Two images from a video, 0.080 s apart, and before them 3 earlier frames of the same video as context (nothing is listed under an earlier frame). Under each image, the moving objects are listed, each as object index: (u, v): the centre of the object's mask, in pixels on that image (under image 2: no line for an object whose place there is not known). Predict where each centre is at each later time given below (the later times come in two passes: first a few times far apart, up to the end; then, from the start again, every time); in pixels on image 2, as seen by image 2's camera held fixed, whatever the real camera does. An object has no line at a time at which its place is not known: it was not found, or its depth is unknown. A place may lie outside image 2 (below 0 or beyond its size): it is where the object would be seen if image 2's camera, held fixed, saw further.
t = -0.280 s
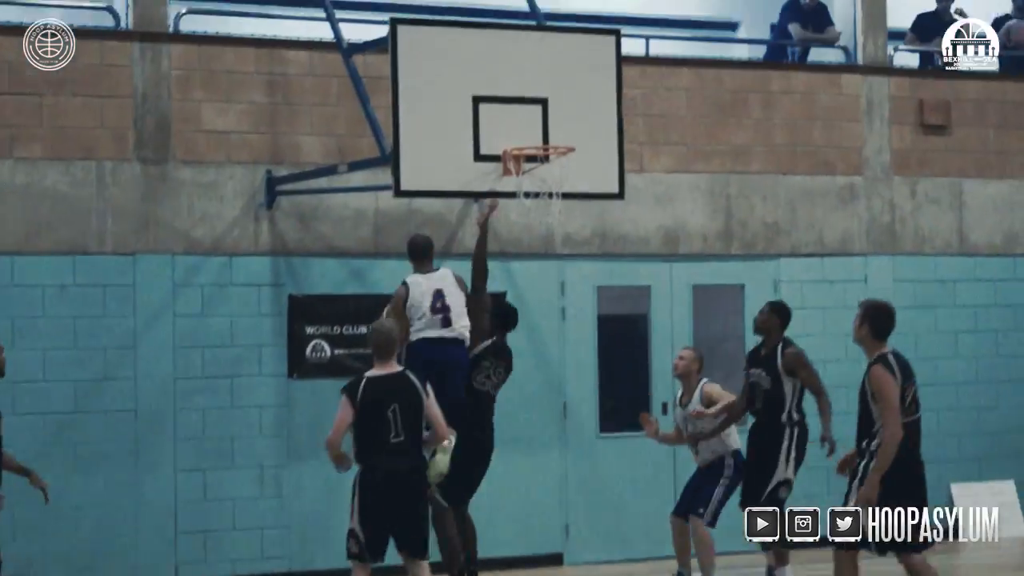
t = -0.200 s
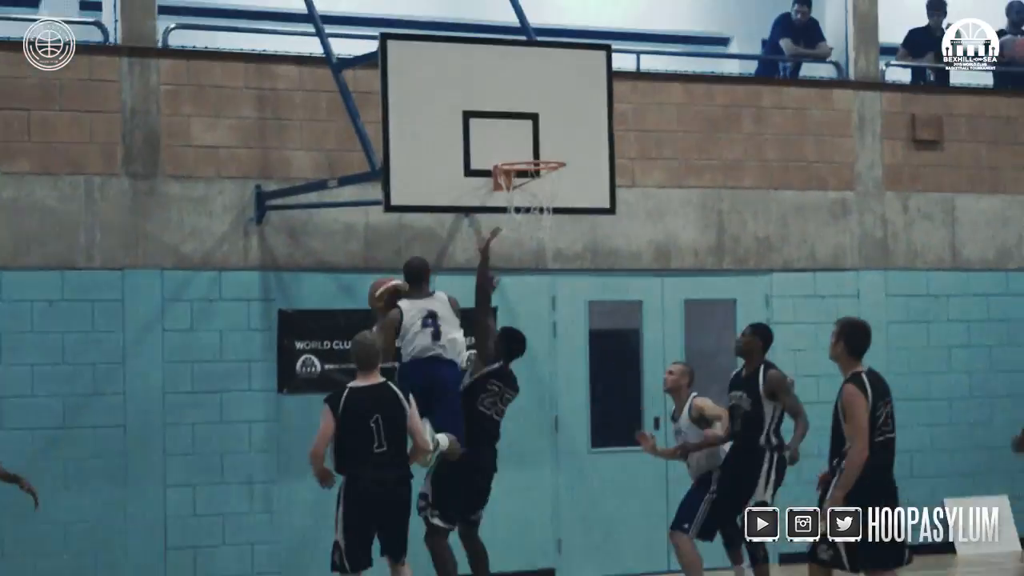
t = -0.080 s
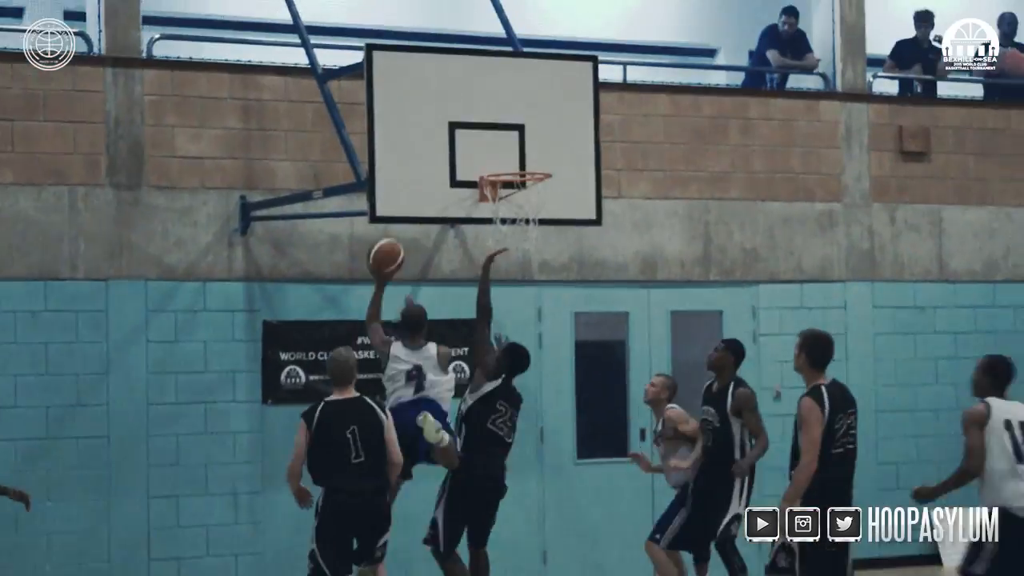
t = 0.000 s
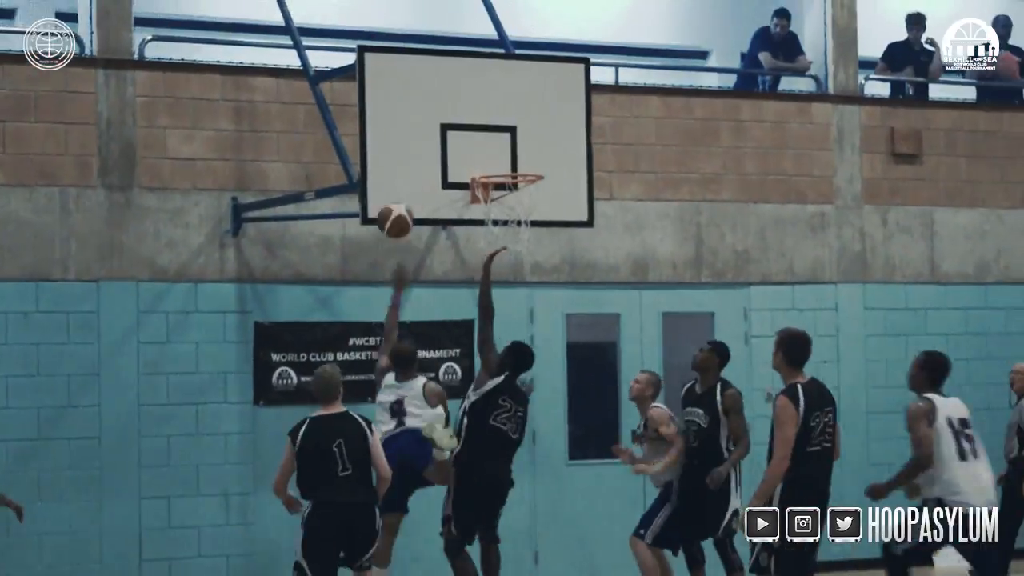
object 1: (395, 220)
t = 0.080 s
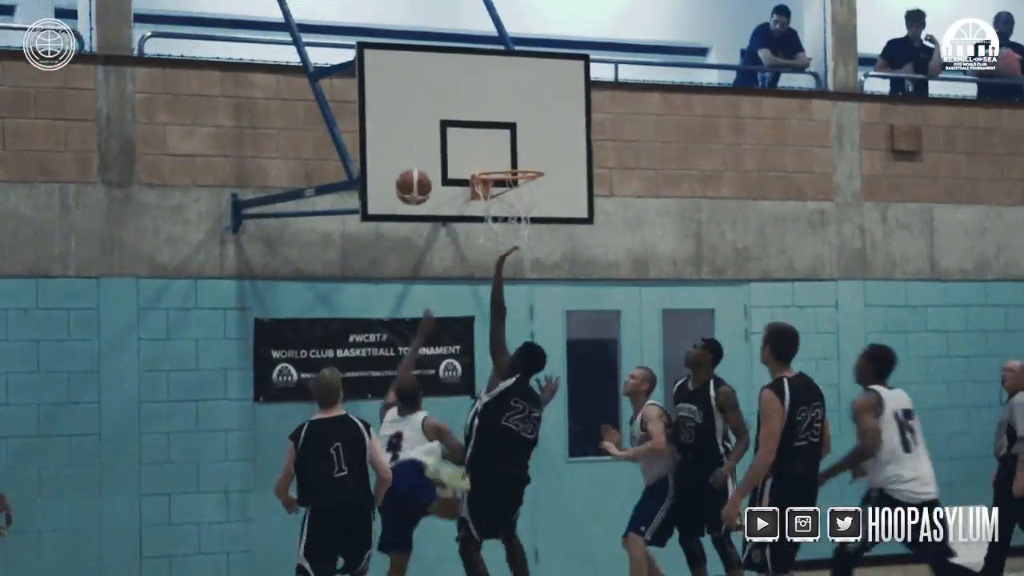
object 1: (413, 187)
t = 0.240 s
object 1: (448, 159)
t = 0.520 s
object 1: (449, 147)
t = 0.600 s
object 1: (443, 160)
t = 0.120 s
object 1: (422, 175)
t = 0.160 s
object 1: (430, 167)
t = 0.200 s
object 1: (440, 161)
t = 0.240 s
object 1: (448, 159)
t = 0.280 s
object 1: (460, 161)
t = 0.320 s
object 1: (460, 156)
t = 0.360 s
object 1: (457, 149)
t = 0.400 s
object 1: (455, 145)
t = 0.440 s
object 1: (453, 143)
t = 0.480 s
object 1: (450, 144)
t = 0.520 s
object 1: (449, 147)
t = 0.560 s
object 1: (446, 152)
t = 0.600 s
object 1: (443, 160)
